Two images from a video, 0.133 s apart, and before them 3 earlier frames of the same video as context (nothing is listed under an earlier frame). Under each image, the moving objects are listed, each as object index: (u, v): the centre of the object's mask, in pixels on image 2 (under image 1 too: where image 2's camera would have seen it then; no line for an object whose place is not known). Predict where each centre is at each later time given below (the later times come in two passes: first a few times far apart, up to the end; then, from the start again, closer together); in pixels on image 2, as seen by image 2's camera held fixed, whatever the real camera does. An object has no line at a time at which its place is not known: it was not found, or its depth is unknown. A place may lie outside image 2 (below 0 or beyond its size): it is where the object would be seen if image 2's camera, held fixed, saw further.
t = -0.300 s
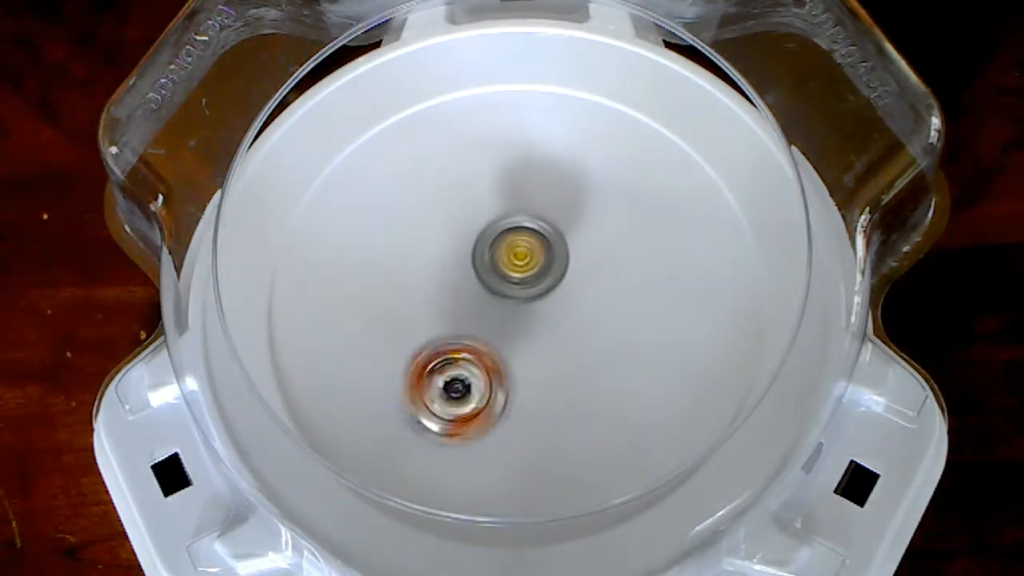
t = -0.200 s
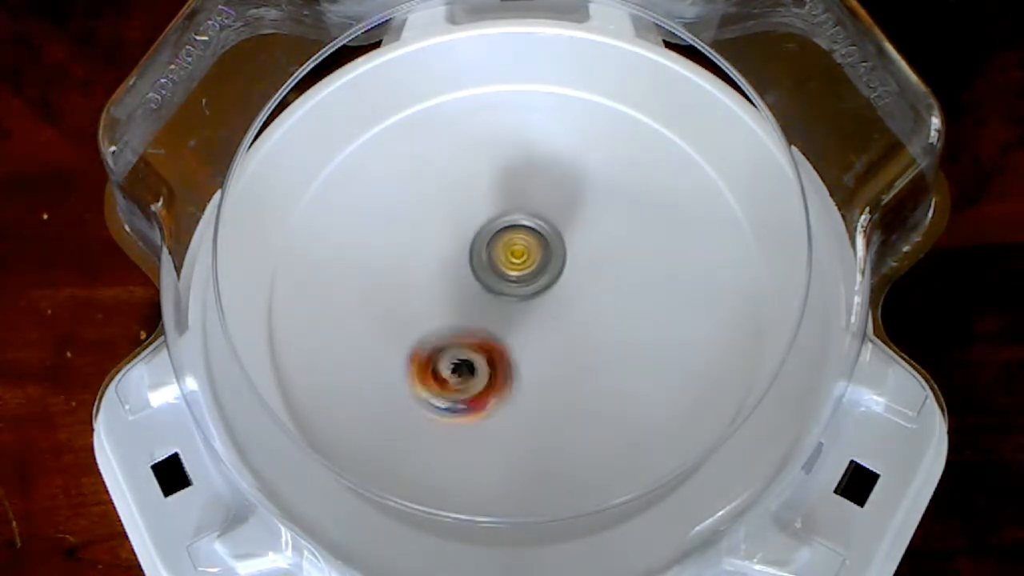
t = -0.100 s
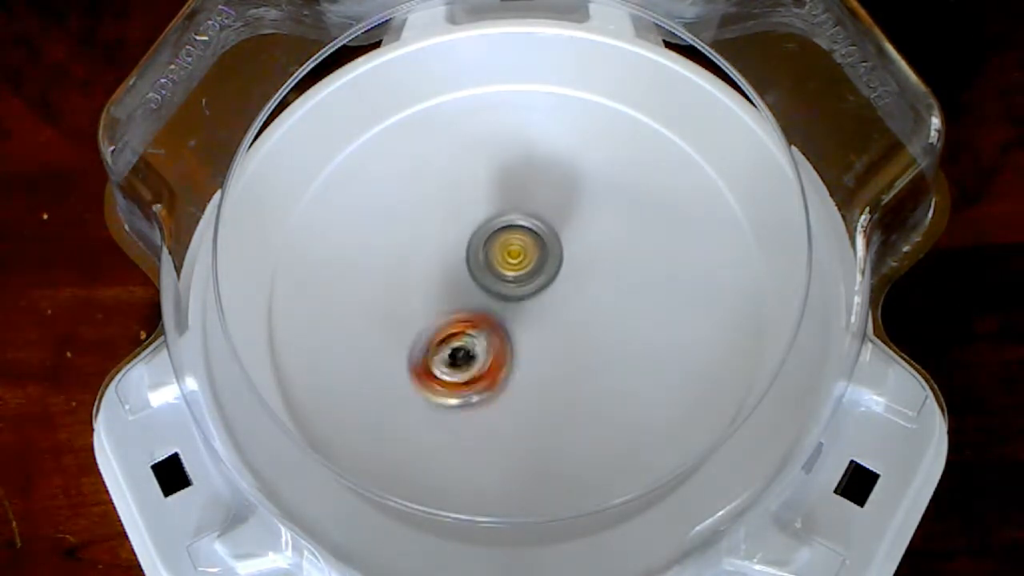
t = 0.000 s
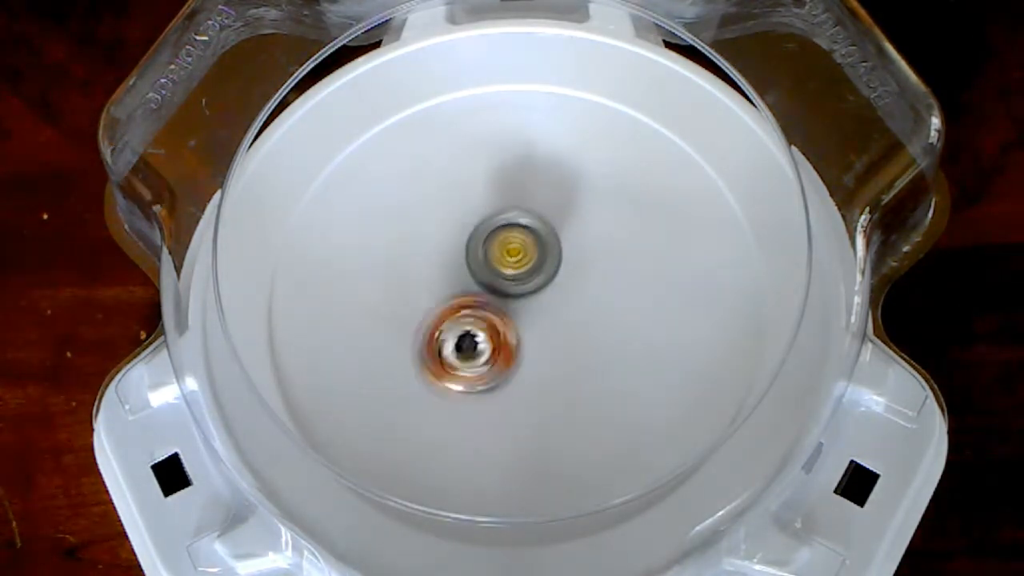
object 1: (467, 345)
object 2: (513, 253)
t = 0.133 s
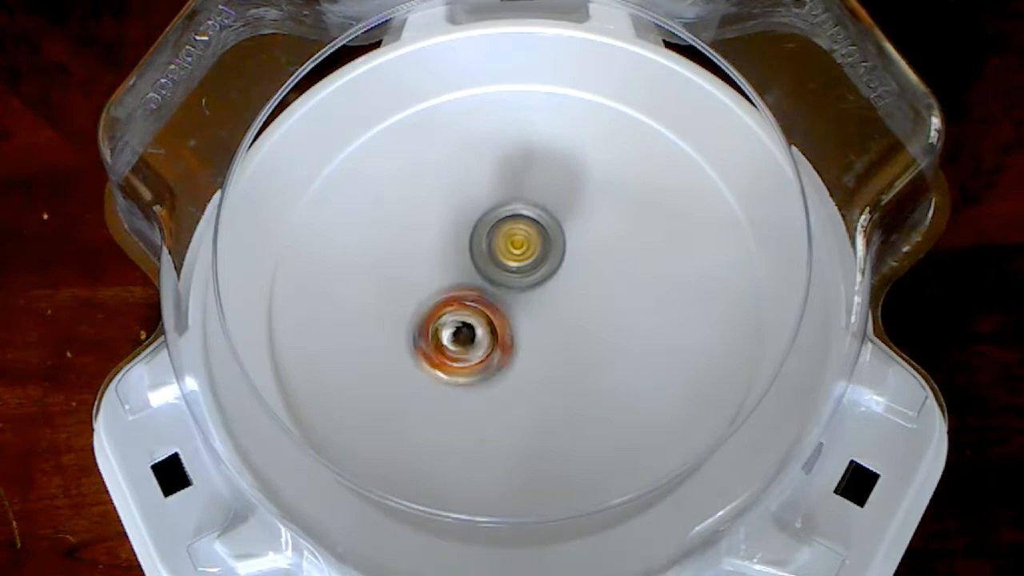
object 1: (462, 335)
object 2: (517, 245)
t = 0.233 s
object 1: (454, 326)
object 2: (521, 245)
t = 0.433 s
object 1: (469, 326)
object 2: (533, 245)
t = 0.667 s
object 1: (459, 328)
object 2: (547, 253)
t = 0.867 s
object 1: (462, 323)
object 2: (551, 263)
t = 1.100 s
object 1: (459, 333)
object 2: (551, 275)
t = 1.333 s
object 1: (453, 348)
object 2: (544, 286)
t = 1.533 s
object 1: (433, 343)
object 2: (532, 290)
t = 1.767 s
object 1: (423, 333)
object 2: (524, 287)
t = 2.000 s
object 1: (428, 322)
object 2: (535, 279)
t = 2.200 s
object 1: (433, 316)
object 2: (548, 274)
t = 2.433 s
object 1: (414, 314)
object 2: (604, 273)
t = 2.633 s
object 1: (419, 302)
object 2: (604, 289)
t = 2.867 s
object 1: (467, 281)
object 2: (560, 314)
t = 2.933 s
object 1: (457, 269)
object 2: (557, 317)
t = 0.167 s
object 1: (460, 330)
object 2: (518, 245)
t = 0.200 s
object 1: (456, 326)
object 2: (519, 245)
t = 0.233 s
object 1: (454, 326)
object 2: (521, 245)
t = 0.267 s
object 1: (455, 329)
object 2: (523, 244)
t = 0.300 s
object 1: (460, 325)
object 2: (524, 244)
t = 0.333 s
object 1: (462, 325)
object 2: (526, 244)
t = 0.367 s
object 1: (466, 325)
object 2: (529, 244)
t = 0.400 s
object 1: (470, 326)
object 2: (531, 244)
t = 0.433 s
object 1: (469, 326)
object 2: (533, 245)
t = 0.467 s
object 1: (466, 328)
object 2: (535, 246)
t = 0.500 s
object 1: (466, 329)
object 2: (536, 247)
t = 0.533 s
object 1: (468, 329)
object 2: (537, 250)
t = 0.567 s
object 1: (466, 326)
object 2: (538, 252)
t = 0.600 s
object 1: (461, 326)
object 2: (542, 252)
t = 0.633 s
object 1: (457, 328)
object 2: (546, 252)
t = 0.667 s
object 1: (459, 328)
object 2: (547, 253)
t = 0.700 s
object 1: (462, 326)
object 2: (548, 255)
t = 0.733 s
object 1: (463, 325)
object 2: (547, 257)
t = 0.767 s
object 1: (464, 323)
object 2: (548, 259)
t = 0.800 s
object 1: (464, 322)
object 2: (549, 260)
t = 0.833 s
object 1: (463, 322)
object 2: (550, 261)
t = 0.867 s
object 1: (462, 323)
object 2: (551, 263)
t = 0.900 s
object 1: (461, 325)
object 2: (551, 266)
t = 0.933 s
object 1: (461, 327)
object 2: (552, 267)
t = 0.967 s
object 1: (459, 331)
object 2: (555, 268)
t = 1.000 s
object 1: (463, 335)
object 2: (554, 269)
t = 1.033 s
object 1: (464, 335)
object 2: (554, 271)
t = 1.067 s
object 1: (461, 334)
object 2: (553, 273)
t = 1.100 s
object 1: (459, 333)
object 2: (551, 275)
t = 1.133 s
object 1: (459, 335)
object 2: (549, 278)
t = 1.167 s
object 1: (455, 337)
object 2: (550, 280)
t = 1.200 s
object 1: (452, 339)
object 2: (549, 281)
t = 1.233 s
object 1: (451, 340)
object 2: (548, 282)
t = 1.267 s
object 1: (451, 343)
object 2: (545, 284)
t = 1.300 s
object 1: (454, 344)
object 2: (543, 285)
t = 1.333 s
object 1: (453, 348)
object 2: (544, 286)
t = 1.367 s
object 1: (452, 348)
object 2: (542, 286)
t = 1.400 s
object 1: (448, 345)
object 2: (539, 287)
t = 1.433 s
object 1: (444, 342)
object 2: (537, 287)
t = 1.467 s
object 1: (438, 340)
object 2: (537, 288)
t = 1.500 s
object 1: (434, 341)
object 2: (534, 289)
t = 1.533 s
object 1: (433, 343)
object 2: (532, 290)
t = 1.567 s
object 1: (433, 344)
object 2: (529, 290)
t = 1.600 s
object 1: (432, 346)
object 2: (527, 290)
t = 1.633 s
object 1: (428, 348)
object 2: (529, 290)
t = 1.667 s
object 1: (428, 344)
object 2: (528, 289)
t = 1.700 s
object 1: (426, 340)
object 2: (527, 288)
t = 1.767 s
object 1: (423, 333)
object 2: (524, 287)
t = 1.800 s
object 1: (422, 329)
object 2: (522, 287)
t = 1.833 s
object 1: (420, 327)
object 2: (521, 287)
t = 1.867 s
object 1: (423, 327)
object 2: (523, 286)
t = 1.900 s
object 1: (425, 325)
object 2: (526, 284)
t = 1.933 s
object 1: (424, 326)
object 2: (532, 282)
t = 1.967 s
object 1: (424, 325)
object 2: (533, 280)
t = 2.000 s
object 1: (428, 322)
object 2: (535, 279)
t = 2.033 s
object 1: (431, 318)
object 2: (536, 278)
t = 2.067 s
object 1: (432, 313)
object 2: (536, 277)
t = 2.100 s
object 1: (432, 308)
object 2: (538, 276)
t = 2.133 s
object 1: (433, 308)
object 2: (539, 276)
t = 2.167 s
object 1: (430, 313)
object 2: (544, 275)
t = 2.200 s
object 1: (433, 316)
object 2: (548, 274)
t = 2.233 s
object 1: (442, 315)
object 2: (550, 274)
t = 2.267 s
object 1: (449, 312)
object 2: (552, 274)
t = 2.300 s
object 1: (452, 307)
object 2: (553, 275)
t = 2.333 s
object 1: (438, 309)
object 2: (570, 274)
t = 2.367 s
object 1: (424, 310)
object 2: (586, 273)
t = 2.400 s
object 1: (416, 313)
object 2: (597, 271)
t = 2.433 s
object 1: (414, 314)
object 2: (604, 273)
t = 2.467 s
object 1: (412, 312)
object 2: (606, 273)
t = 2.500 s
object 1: (409, 309)
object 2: (608, 274)
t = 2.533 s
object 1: (409, 308)
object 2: (608, 278)
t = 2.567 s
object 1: (411, 304)
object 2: (608, 282)
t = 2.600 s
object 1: (415, 302)
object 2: (607, 285)
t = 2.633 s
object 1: (419, 302)
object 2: (604, 289)
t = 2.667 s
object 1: (428, 304)
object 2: (601, 294)
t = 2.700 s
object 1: (436, 302)
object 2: (596, 298)
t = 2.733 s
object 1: (440, 299)
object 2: (590, 302)
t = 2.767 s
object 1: (448, 296)
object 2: (583, 306)
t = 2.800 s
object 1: (458, 290)
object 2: (575, 309)
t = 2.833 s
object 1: (466, 285)
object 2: (568, 313)
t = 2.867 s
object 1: (467, 281)
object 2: (560, 314)
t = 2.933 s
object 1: (457, 269)
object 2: (557, 317)
